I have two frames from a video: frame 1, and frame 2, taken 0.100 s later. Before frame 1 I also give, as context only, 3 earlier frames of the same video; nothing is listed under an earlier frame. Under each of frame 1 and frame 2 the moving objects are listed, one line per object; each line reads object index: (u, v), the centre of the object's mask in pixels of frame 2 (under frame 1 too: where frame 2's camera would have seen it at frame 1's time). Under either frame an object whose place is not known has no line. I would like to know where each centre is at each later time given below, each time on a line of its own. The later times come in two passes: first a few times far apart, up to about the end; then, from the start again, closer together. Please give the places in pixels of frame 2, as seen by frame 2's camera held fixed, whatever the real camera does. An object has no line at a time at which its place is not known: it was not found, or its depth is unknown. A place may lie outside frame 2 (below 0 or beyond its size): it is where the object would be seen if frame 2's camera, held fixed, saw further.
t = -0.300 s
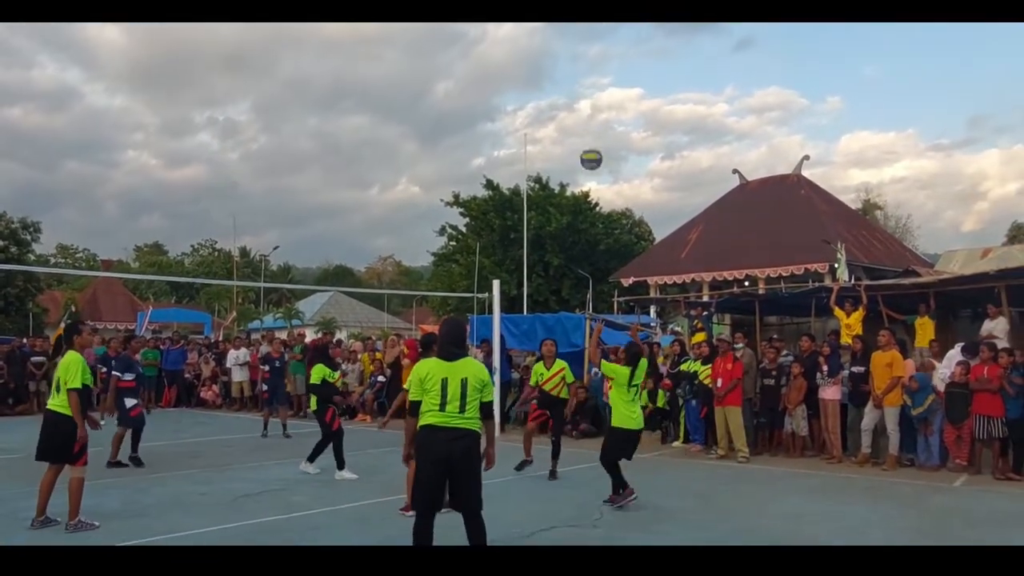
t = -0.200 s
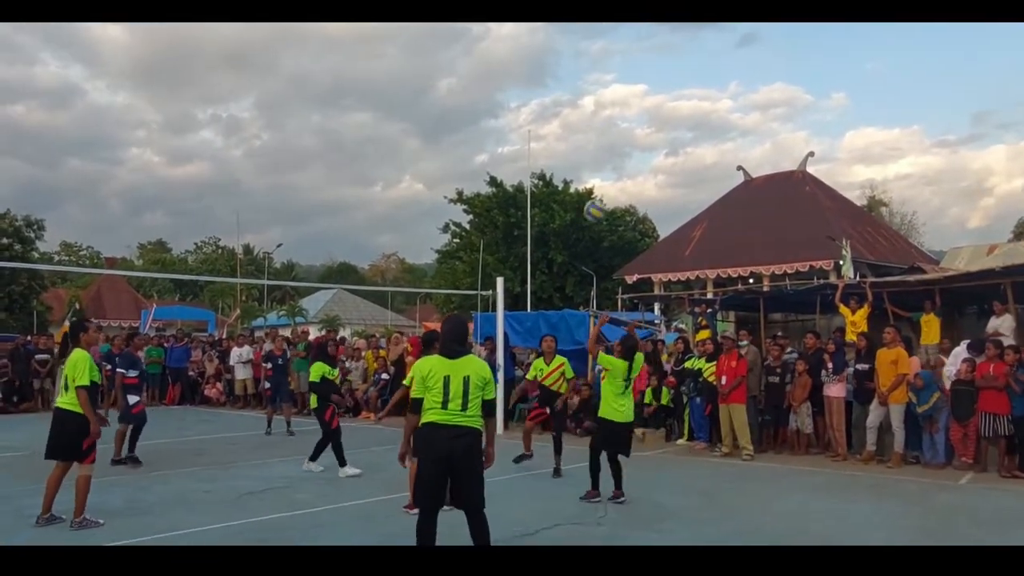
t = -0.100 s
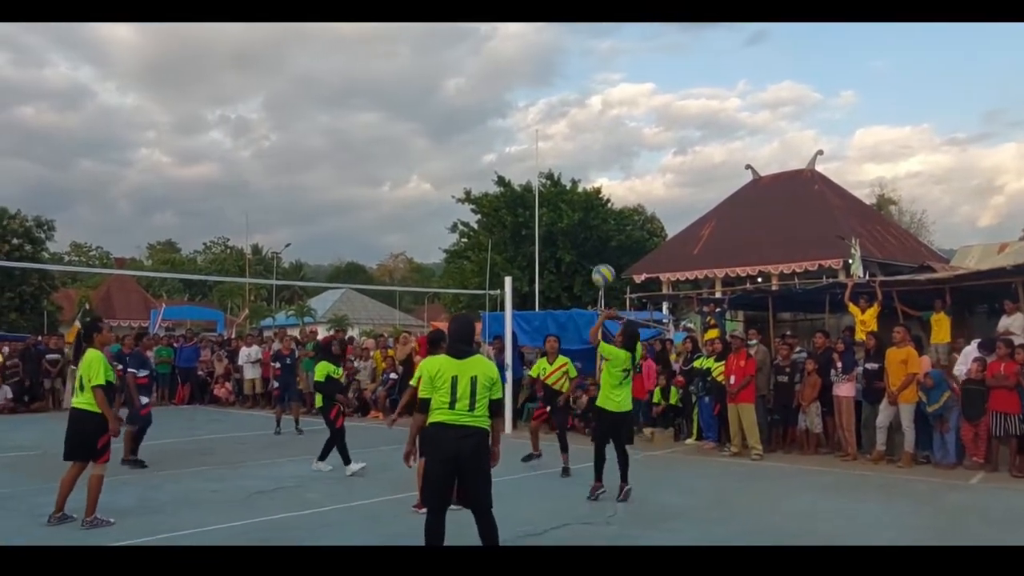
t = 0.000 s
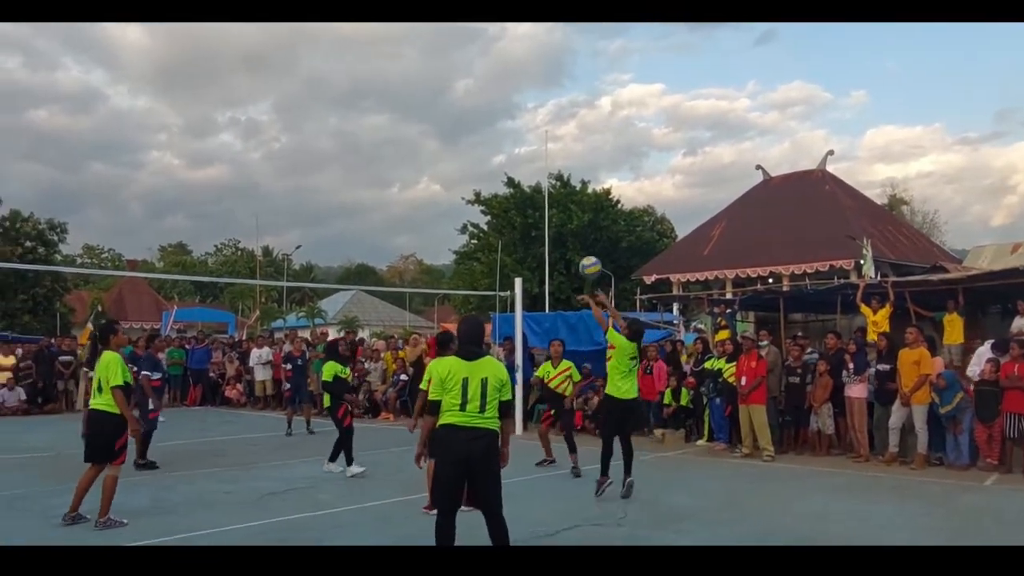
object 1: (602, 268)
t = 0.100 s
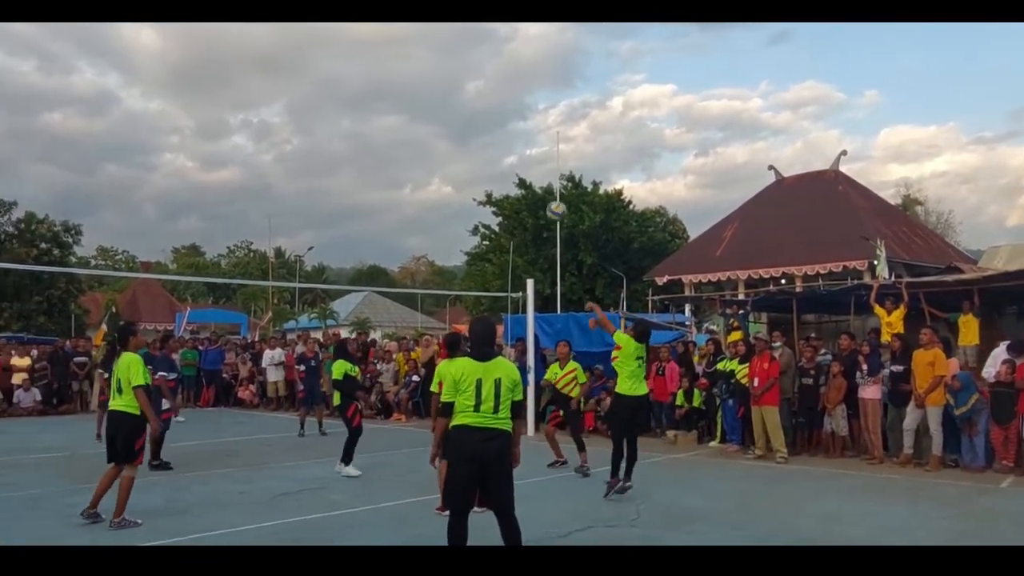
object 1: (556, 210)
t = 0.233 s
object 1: (506, 160)
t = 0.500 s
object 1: (428, 123)
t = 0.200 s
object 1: (518, 171)
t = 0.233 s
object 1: (506, 160)
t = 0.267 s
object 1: (494, 152)
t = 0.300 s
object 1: (483, 144)
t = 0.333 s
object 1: (473, 138)
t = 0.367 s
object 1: (464, 133)
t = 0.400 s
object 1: (454, 129)
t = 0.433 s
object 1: (445, 126)
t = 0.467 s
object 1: (436, 123)
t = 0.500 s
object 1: (428, 123)
